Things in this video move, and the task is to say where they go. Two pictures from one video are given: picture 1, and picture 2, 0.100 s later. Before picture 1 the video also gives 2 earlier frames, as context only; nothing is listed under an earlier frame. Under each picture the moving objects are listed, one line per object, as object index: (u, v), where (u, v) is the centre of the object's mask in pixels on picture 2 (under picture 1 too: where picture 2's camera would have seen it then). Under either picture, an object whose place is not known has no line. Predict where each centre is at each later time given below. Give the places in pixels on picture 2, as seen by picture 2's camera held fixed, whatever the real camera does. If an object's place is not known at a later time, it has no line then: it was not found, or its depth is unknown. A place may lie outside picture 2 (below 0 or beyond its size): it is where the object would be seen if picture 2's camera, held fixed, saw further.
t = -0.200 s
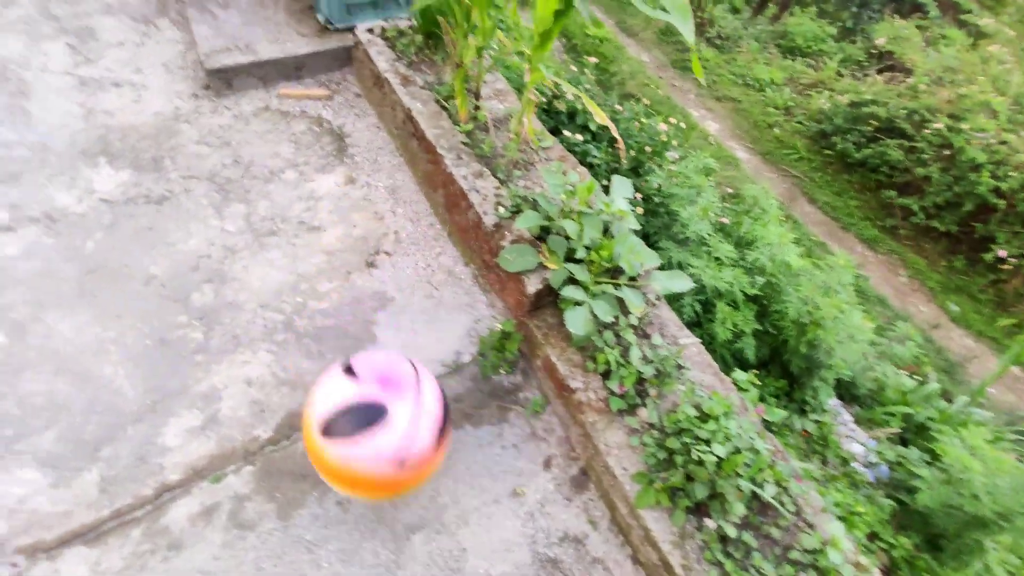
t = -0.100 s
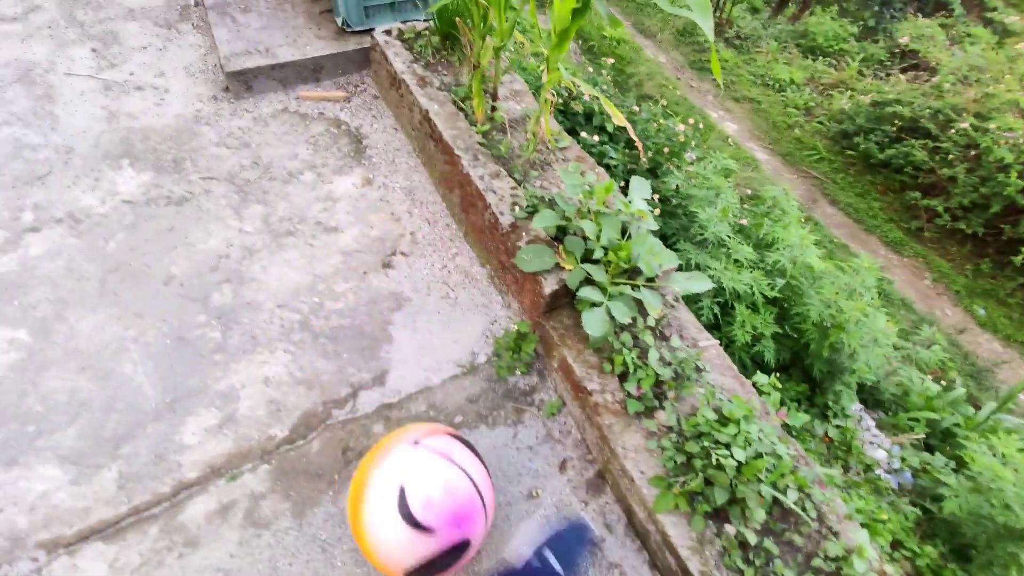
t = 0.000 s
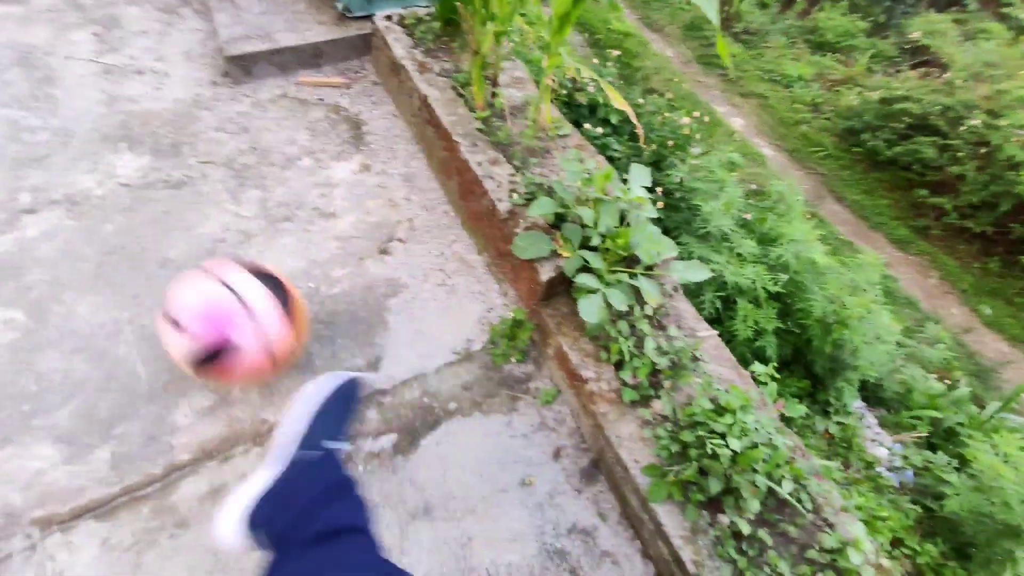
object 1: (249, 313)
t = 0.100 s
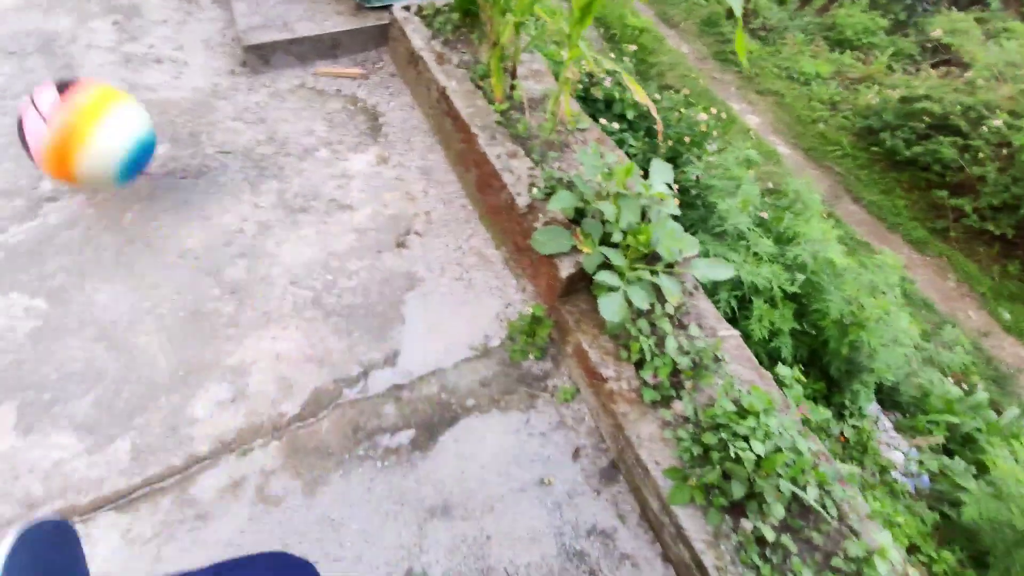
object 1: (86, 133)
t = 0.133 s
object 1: (61, 105)
